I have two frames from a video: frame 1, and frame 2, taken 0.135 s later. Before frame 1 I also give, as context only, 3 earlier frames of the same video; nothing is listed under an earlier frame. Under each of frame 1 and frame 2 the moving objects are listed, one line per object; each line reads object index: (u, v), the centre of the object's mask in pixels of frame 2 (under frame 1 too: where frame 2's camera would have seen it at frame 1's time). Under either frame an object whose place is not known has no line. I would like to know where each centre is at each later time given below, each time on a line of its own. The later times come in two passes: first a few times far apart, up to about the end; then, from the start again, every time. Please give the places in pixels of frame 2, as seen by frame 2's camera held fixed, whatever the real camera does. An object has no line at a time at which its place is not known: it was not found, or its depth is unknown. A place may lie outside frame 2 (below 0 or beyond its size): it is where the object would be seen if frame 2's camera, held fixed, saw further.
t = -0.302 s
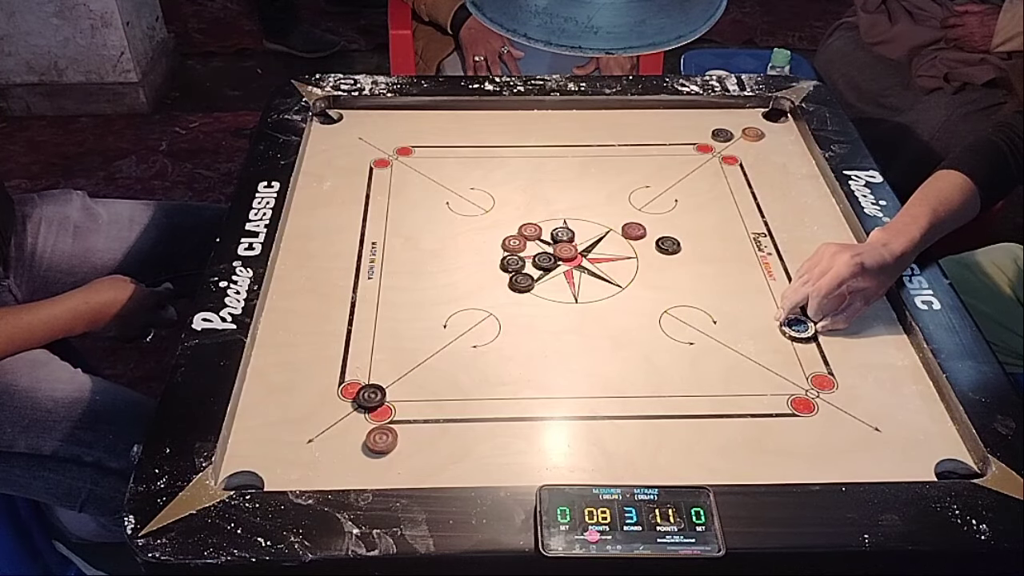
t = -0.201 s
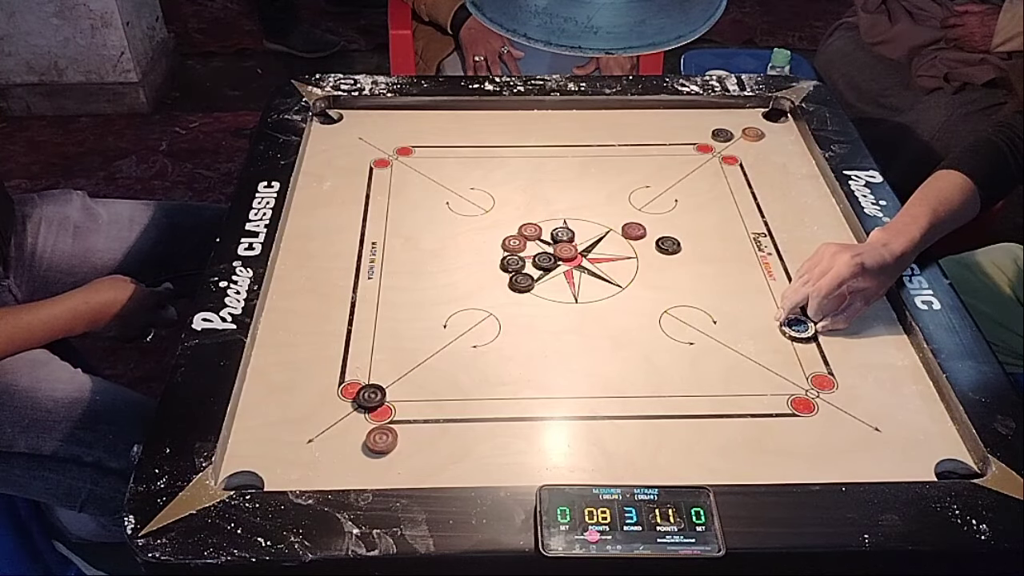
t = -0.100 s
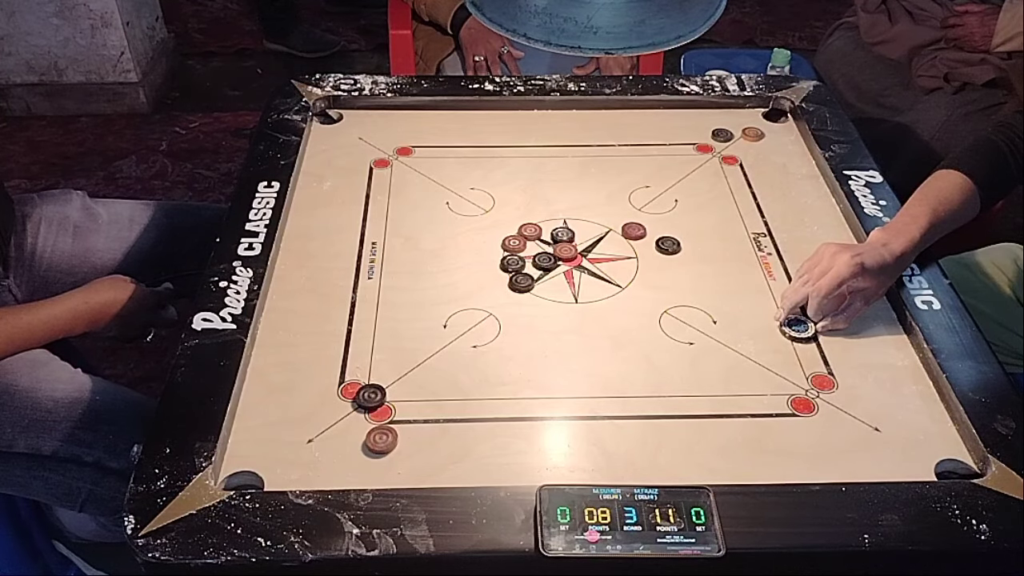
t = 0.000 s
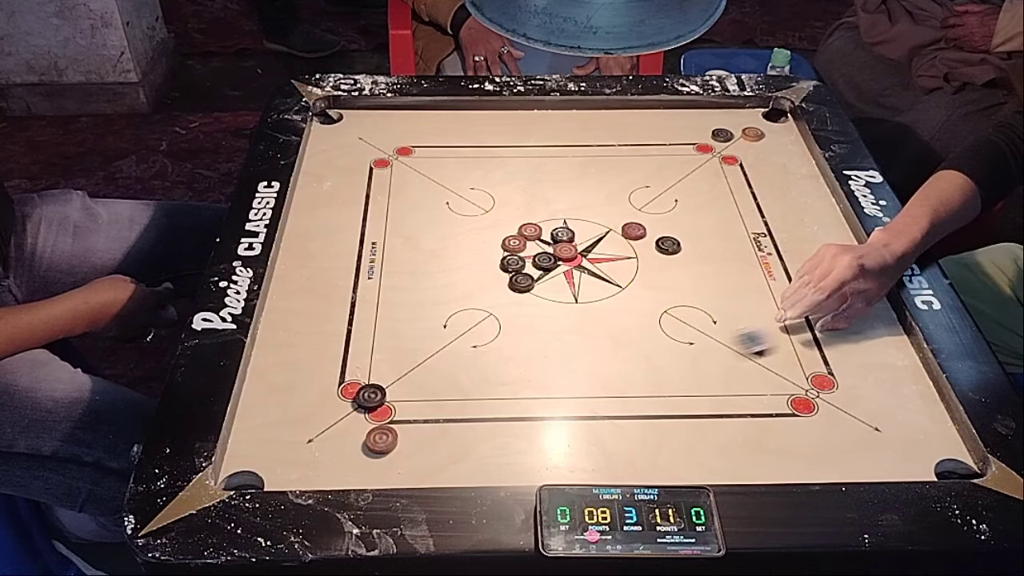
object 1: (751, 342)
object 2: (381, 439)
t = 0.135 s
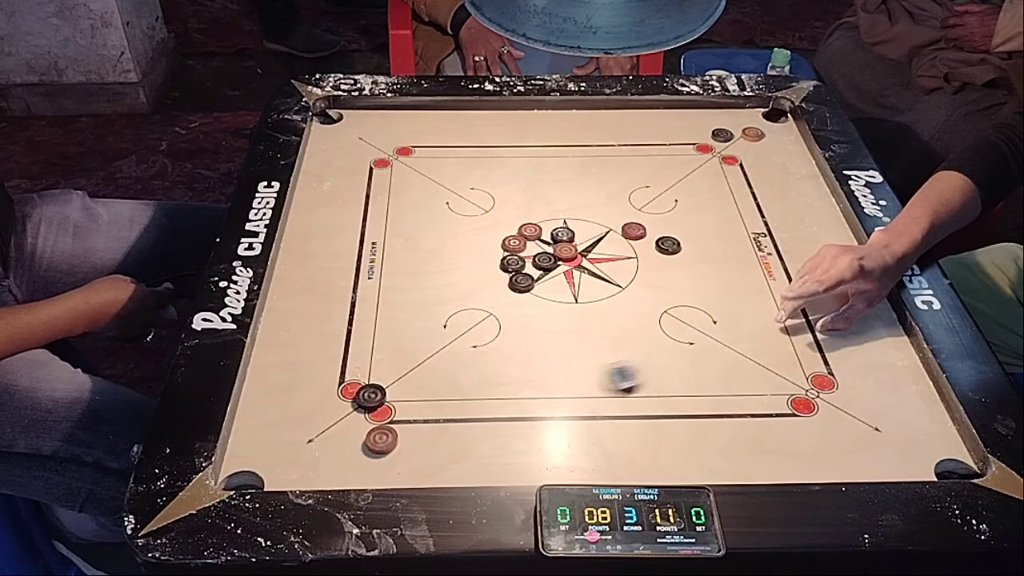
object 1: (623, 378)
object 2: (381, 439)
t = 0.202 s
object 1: (561, 393)
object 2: (381, 439)
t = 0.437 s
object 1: (400, 437)
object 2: (327, 451)
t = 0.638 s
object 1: (376, 446)
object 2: (271, 473)
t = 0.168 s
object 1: (593, 385)
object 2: (381, 439)
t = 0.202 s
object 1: (561, 393)
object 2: (381, 439)
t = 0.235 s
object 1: (534, 401)
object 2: (381, 439)
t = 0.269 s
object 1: (505, 408)
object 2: (381, 439)
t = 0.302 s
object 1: (477, 417)
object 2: (381, 439)
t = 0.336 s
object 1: (451, 423)
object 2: (381, 439)
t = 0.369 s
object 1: (425, 430)
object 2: (381, 439)
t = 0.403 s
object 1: (410, 434)
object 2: (359, 444)
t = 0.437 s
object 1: (400, 437)
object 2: (327, 451)
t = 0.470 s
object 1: (393, 440)
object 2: (298, 457)
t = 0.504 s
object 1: (386, 442)
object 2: (272, 462)
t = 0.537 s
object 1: (382, 443)
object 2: (247, 465)
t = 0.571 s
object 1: (378, 445)
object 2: (244, 468)
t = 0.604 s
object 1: (376, 445)
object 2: (259, 471)
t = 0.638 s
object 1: (376, 446)
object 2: (271, 473)
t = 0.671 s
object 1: (376, 446)
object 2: (280, 474)
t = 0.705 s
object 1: (376, 446)
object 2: (287, 475)
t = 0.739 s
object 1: (376, 446)
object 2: (292, 475)
